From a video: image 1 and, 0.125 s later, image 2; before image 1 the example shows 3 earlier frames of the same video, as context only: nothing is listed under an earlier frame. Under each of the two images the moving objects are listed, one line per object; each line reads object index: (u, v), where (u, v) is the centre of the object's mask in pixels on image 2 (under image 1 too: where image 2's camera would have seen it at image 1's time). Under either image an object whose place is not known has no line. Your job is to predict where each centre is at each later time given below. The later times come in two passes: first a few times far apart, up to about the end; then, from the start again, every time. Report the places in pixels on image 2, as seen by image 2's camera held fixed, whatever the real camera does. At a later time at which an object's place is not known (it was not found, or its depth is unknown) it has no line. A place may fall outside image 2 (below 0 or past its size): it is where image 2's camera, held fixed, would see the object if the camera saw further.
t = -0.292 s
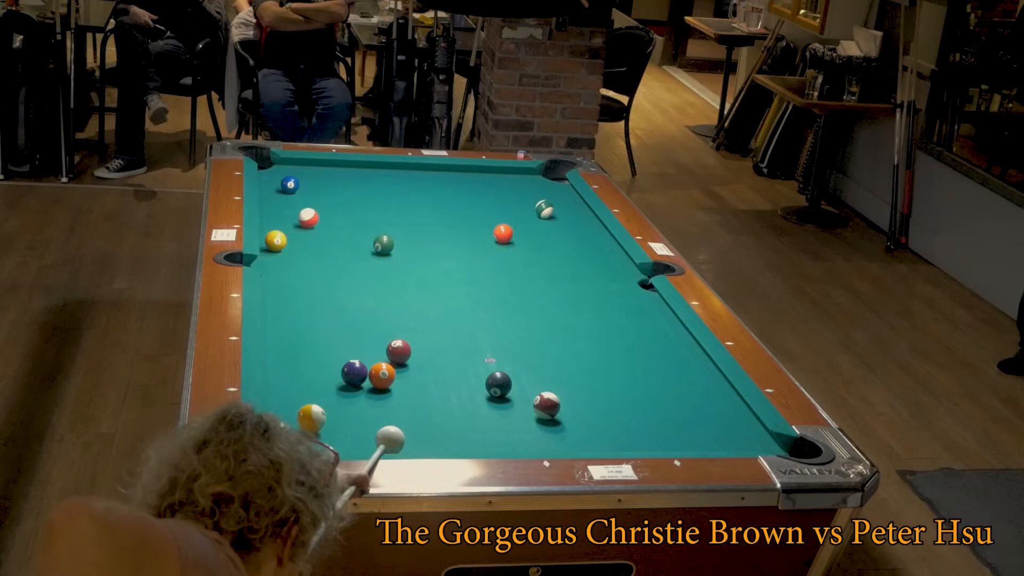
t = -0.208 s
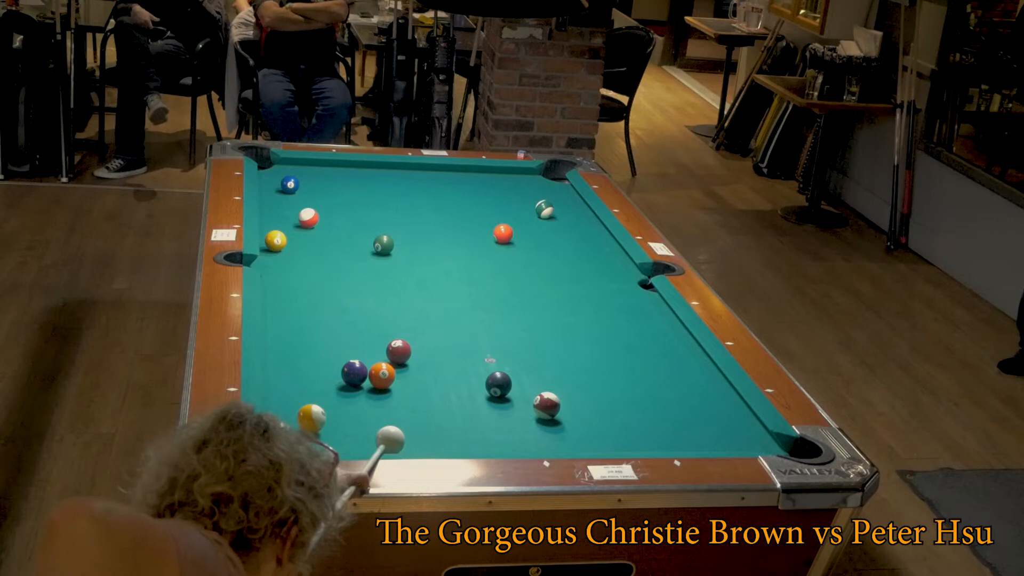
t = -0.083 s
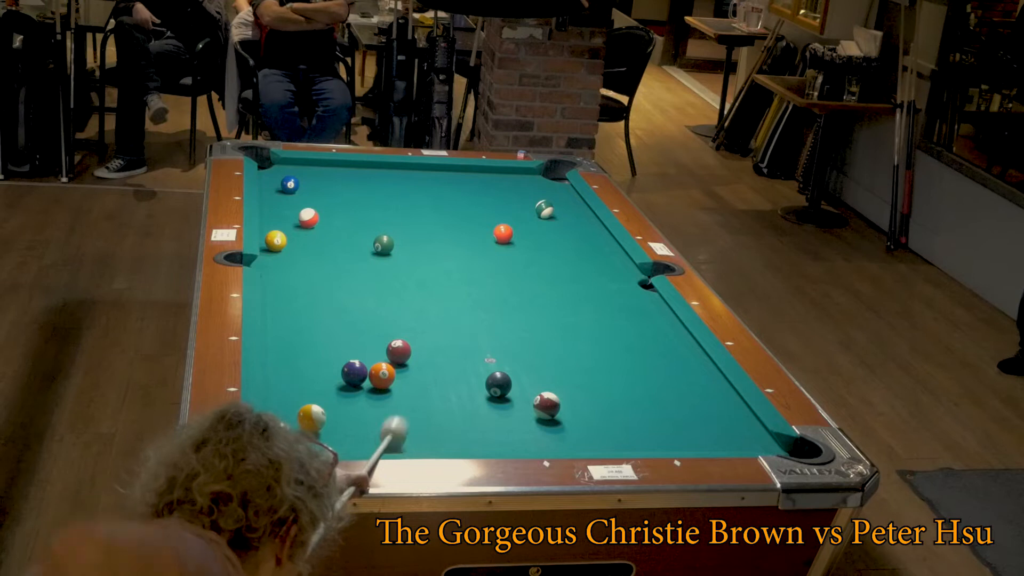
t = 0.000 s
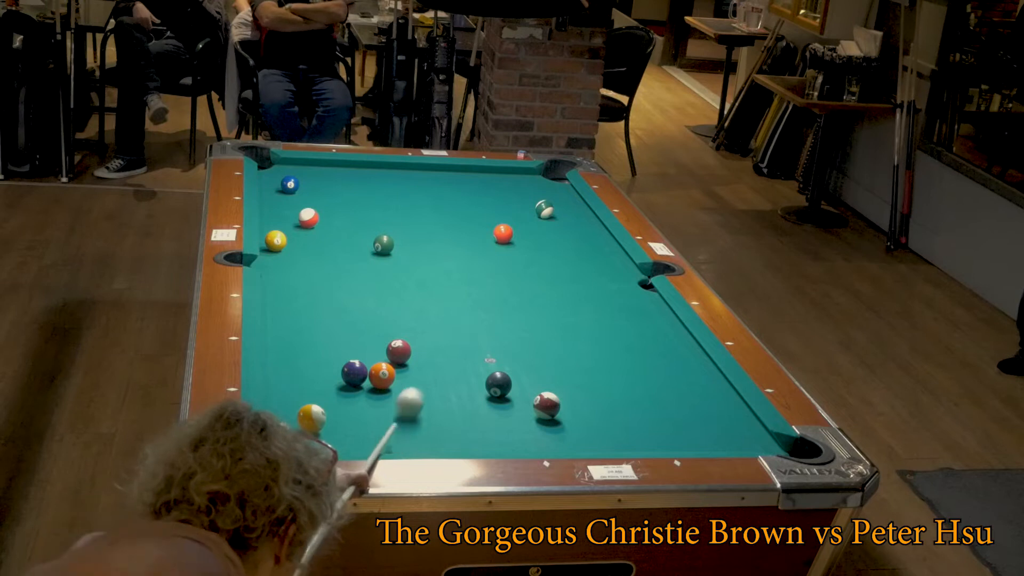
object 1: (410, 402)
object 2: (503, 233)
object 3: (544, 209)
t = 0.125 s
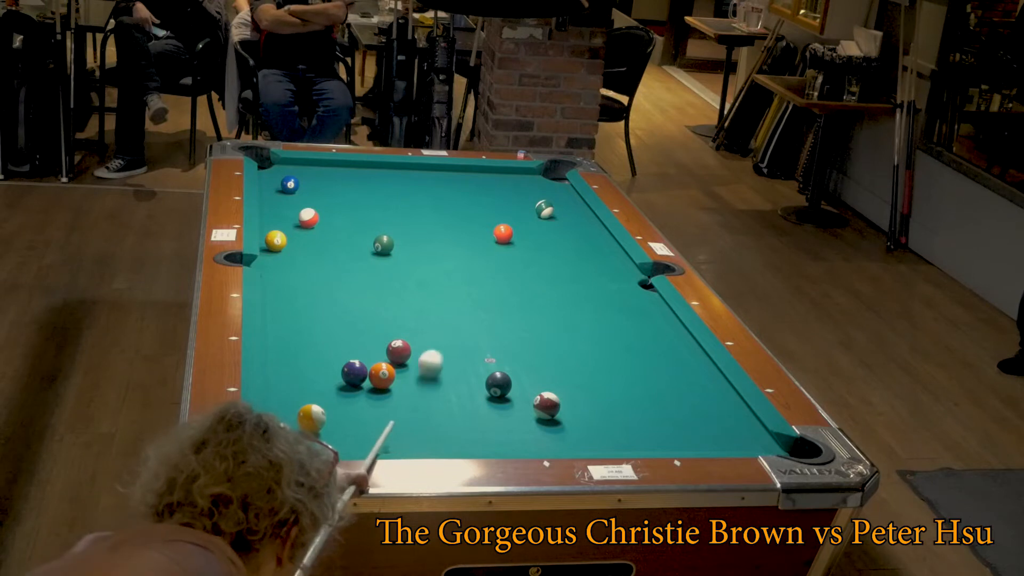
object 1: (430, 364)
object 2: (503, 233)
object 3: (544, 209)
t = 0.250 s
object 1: (448, 330)
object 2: (503, 233)
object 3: (544, 209)
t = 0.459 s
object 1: (473, 283)
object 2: (503, 233)
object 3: (544, 209)
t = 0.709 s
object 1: (496, 239)
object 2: (506, 230)
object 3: (544, 209)
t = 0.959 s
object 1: (483, 228)
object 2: (525, 208)
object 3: (551, 208)
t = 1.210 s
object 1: (473, 216)
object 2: (512, 194)
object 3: (578, 204)
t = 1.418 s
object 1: (465, 207)
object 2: (502, 183)
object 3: (561, 201)
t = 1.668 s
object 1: (457, 197)
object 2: (491, 171)
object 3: (543, 197)
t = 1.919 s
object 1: (448, 188)
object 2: (489, 174)
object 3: (528, 194)
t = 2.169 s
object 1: (440, 179)
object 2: (489, 179)
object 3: (512, 192)
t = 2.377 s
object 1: (434, 173)
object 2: (488, 184)
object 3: (501, 189)
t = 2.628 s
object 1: (429, 168)
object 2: (478, 184)
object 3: (501, 191)
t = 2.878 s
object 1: (429, 171)
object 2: (468, 184)
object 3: (500, 195)
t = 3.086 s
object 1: (428, 174)
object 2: (461, 184)
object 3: (500, 194)
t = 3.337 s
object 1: (428, 176)
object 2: (455, 184)
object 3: (499, 194)
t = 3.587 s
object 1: (428, 178)
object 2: (449, 184)
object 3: (498, 194)
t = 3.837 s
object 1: (427, 180)
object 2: (445, 184)
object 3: (498, 194)
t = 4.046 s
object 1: (427, 181)
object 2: (444, 184)
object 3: (498, 194)
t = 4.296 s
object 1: (425, 181)
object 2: (443, 184)
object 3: (498, 194)
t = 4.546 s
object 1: (424, 181)
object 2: (443, 184)
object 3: (498, 194)
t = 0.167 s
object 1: (437, 352)
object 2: (503, 233)
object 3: (544, 209)
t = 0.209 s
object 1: (442, 341)
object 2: (503, 233)
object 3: (544, 209)
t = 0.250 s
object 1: (448, 330)
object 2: (503, 233)
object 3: (544, 209)
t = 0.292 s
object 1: (454, 320)
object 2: (503, 233)
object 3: (544, 209)
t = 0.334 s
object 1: (459, 311)
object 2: (503, 233)
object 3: (544, 209)
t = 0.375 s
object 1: (463, 301)
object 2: (503, 233)
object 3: (544, 209)
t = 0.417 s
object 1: (468, 292)
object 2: (503, 233)
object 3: (544, 209)
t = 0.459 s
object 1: (473, 283)
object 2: (503, 233)
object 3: (544, 209)
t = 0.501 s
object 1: (477, 275)
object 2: (503, 233)
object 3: (544, 209)
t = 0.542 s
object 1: (482, 267)
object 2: (503, 233)
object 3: (544, 209)
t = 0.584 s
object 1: (485, 259)
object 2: (503, 233)
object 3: (544, 209)
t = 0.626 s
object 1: (489, 253)
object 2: (503, 233)
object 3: (544, 209)
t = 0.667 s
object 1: (493, 245)
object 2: (504, 232)
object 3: (544, 209)
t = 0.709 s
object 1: (496, 239)
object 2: (506, 230)
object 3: (544, 209)
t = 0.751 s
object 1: (493, 238)
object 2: (510, 227)
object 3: (544, 209)
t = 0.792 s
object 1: (490, 236)
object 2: (516, 222)
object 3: (544, 209)
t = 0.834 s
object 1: (488, 235)
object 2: (520, 218)
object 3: (544, 209)
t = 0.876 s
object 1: (486, 232)
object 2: (525, 214)
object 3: (544, 209)
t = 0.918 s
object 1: (484, 230)
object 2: (529, 211)
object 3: (545, 209)
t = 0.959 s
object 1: (483, 228)
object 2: (525, 208)
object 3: (551, 208)
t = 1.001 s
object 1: (481, 226)
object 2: (523, 206)
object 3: (558, 209)
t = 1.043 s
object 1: (479, 224)
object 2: (521, 203)
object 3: (563, 208)
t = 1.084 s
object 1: (478, 222)
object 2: (519, 201)
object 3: (568, 205)
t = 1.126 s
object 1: (476, 220)
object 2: (516, 199)
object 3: (573, 204)
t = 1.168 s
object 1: (474, 218)
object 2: (514, 196)
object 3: (578, 205)
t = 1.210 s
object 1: (473, 216)
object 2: (512, 194)
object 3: (578, 204)
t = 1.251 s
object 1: (471, 214)
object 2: (510, 192)
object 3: (575, 203)
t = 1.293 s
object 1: (470, 212)
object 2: (508, 189)
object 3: (571, 203)
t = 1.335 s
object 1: (468, 210)
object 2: (506, 187)
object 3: (568, 202)
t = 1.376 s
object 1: (467, 209)
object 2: (504, 185)
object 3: (564, 201)
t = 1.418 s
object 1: (465, 207)
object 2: (502, 183)
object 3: (561, 201)
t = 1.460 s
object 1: (464, 205)
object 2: (500, 181)
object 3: (559, 201)
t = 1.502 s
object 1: (462, 203)
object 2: (498, 179)
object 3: (556, 200)
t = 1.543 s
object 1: (461, 202)
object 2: (496, 177)
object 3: (552, 199)
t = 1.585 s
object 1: (459, 200)
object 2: (494, 175)
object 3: (549, 198)
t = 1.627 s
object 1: (458, 198)
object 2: (492, 173)
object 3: (546, 198)
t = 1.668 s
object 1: (457, 197)
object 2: (491, 171)
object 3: (543, 197)
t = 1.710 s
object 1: (455, 195)
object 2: (489, 170)
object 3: (540, 197)
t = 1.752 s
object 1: (454, 194)
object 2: (489, 170)
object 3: (538, 197)
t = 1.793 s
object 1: (452, 192)
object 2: (489, 171)
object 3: (535, 196)
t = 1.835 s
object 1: (451, 190)
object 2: (489, 172)
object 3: (533, 196)
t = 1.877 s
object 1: (449, 189)
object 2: (489, 173)
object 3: (530, 195)
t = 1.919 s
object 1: (448, 188)
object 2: (489, 174)
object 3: (528, 194)
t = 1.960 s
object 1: (447, 186)
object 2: (489, 175)
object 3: (525, 194)
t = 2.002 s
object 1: (445, 185)
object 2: (489, 176)
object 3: (522, 193)
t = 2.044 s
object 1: (444, 183)
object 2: (489, 177)
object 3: (519, 193)
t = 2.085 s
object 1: (443, 182)
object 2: (489, 178)
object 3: (517, 192)
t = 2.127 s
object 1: (442, 181)
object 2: (489, 179)
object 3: (514, 193)
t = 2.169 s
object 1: (440, 179)
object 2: (489, 179)
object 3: (512, 192)
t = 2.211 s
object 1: (439, 178)
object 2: (489, 180)
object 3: (511, 191)
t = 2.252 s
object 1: (438, 177)
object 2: (489, 181)
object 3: (509, 191)
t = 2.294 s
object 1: (437, 175)
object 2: (489, 182)
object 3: (506, 190)
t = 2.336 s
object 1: (436, 174)
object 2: (489, 183)
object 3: (504, 190)
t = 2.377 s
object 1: (434, 173)
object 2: (488, 184)
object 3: (501, 189)
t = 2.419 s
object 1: (433, 172)
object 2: (486, 184)
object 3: (501, 189)
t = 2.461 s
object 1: (432, 170)
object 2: (485, 184)
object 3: (501, 190)
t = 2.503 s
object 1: (431, 169)
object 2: (483, 184)
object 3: (501, 190)
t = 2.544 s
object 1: (430, 168)
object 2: (481, 184)
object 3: (501, 190)
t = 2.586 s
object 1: (429, 167)
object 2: (480, 184)
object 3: (501, 191)
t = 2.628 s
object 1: (429, 168)
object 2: (478, 184)
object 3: (501, 191)
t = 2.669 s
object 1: (429, 168)
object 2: (476, 184)
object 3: (501, 192)
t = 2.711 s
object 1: (429, 169)
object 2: (475, 184)
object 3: (501, 192)
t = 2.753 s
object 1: (429, 169)
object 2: (473, 184)
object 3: (501, 193)
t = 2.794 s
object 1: (429, 170)
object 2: (472, 184)
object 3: (500, 193)
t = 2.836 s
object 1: (429, 171)
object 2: (470, 184)
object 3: (500, 194)
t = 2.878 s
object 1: (429, 171)
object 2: (468, 184)
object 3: (500, 195)
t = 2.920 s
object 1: (429, 172)
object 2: (467, 184)
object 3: (500, 195)
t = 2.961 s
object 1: (429, 172)
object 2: (465, 184)
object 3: (500, 195)
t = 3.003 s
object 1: (429, 173)
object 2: (464, 184)
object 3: (500, 195)
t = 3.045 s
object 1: (429, 173)
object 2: (463, 184)
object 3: (500, 194)
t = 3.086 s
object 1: (428, 174)
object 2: (461, 184)
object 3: (500, 194)
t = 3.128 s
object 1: (428, 174)
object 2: (460, 184)
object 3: (500, 194)
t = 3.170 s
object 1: (428, 175)
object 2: (459, 184)
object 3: (500, 194)
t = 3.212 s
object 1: (428, 175)
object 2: (458, 184)
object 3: (499, 194)
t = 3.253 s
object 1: (428, 176)
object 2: (457, 184)
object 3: (499, 194)
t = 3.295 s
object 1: (428, 176)
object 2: (456, 184)
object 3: (499, 194)
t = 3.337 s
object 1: (428, 176)
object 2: (455, 184)
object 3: (499, 194)
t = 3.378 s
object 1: (428, 177)
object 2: (454, 184)
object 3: (499, 194)
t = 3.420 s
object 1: (428, 177)
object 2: (453, 184)
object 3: (498, 194)
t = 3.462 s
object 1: (428, 177)
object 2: (452, 184)
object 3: (498, 194)
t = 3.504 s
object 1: (428, 178)
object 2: (451, 184)
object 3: (498, 194)
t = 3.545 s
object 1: (428, 178)
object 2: (450, 184)
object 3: (498, 194)
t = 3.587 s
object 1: (428, 178)
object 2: (449, 184)
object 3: (498, 194)
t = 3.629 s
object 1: (428, 179)
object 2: (448, 184)
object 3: (498, 194)
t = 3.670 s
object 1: (427, 179)
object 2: (448, 184)
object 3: (498, 194)
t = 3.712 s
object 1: (427, 179)
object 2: (447, 184)
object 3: (498, 194)
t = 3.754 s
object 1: (427, 180)
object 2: (447, 184)
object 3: (498, 194)
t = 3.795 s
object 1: (427, 180)
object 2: (446, 184)
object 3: (498, 194)
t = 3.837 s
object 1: (427, 180)
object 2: (445, 184)
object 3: (498, 194)
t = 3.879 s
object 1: (427, 180)
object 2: (445, 184)
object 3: (498, 194)
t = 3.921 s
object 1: (427, 181)
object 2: (445, 184)
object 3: (498, 194)
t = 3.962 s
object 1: (427, 181)
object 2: (445, 184)
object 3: (498, 194)
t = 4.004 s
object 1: (427, 181)
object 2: (444, 184)
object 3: (498, 194)
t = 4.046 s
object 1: (427, 181)
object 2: (444, 184)
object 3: (498, 194)
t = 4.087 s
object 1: (426, 181)
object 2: (444, 184)
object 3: (498, 194)
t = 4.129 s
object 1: (426, 181)
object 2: (444, 184)
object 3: (498, 194)
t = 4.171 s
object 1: (426, 181)
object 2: (443, 184)
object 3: (498, 194)
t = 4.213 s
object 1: (426, 181)
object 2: (443, 184)
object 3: (498, 194)
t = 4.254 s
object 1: (426, 181)
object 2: (443, 184)
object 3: (498, 194)
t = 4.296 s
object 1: (425, 181)
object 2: (443, 184)
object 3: (498, 194)
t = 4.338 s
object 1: (425, 181)
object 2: (443, 184)
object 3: (498, 194)
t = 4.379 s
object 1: (425, 182)
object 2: (443, 184)
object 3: (498, 194)
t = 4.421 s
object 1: (425, 182)
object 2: (443, 184)
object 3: (498, 194)
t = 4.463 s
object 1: (425, 182)
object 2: (443, 184)
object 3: (498, 194)
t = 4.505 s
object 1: (424, 181)
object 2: (443, 184)
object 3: (498, 194)
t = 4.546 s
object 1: (424, 181)
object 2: (443, 184)
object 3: (498, 194)
